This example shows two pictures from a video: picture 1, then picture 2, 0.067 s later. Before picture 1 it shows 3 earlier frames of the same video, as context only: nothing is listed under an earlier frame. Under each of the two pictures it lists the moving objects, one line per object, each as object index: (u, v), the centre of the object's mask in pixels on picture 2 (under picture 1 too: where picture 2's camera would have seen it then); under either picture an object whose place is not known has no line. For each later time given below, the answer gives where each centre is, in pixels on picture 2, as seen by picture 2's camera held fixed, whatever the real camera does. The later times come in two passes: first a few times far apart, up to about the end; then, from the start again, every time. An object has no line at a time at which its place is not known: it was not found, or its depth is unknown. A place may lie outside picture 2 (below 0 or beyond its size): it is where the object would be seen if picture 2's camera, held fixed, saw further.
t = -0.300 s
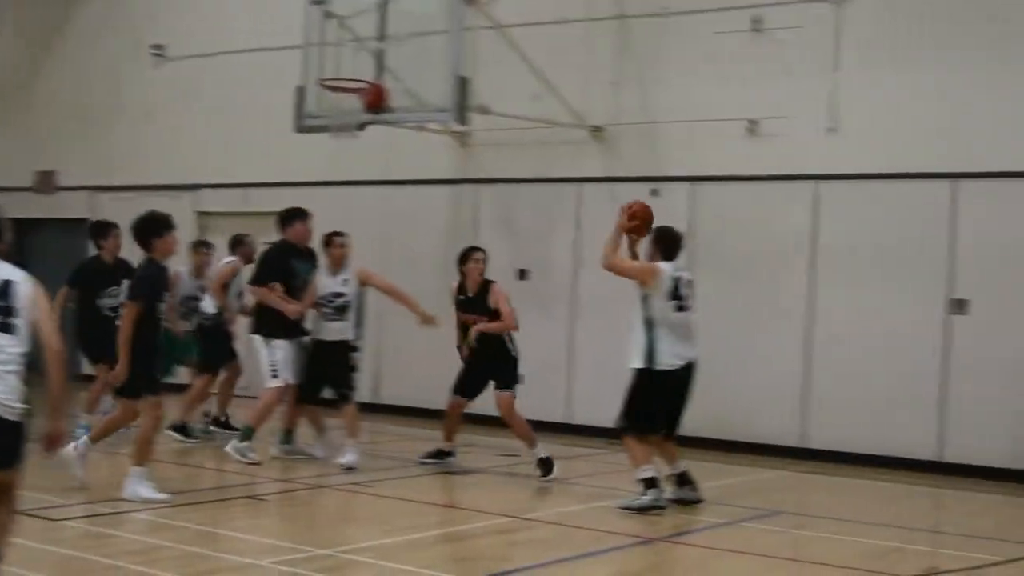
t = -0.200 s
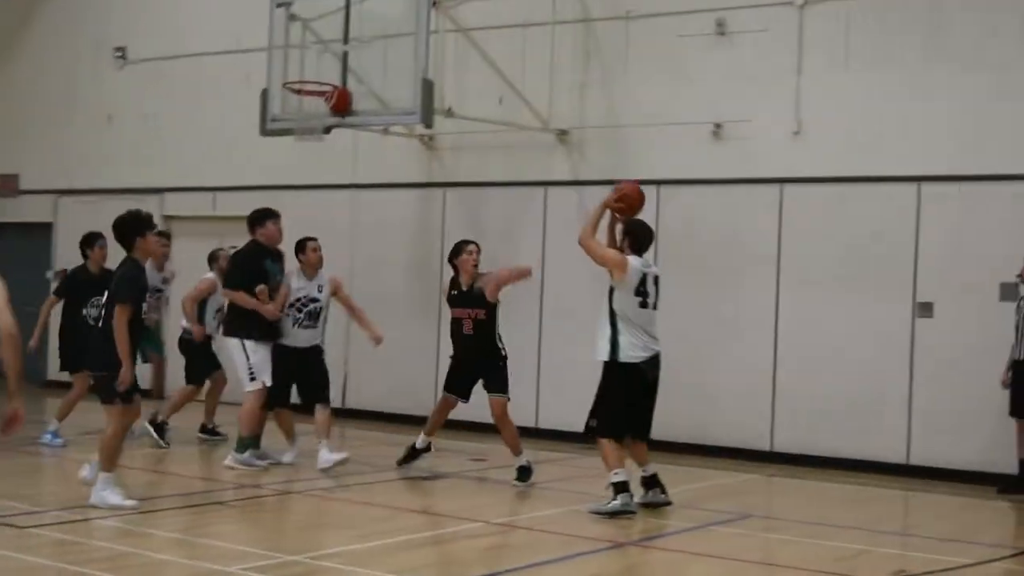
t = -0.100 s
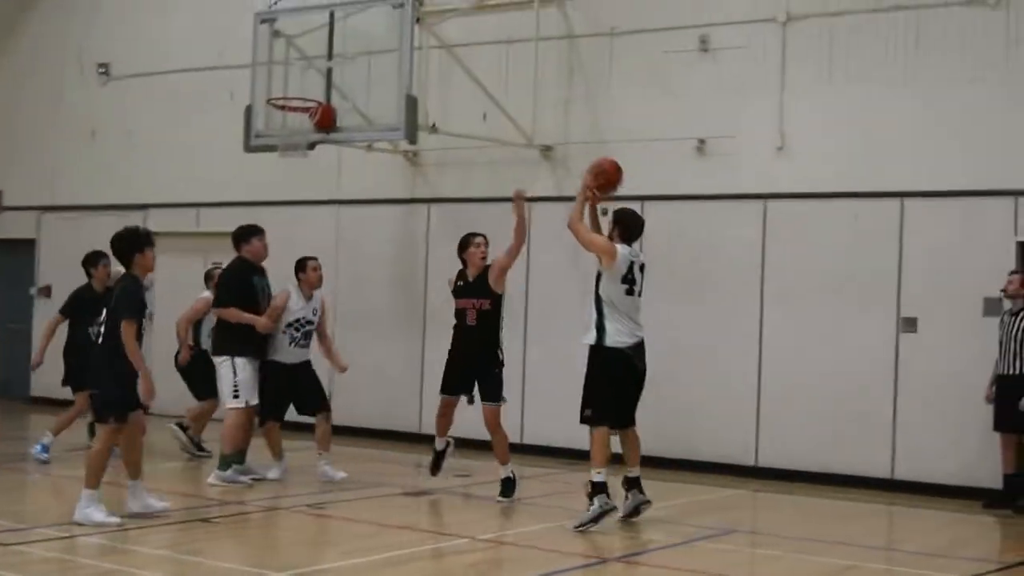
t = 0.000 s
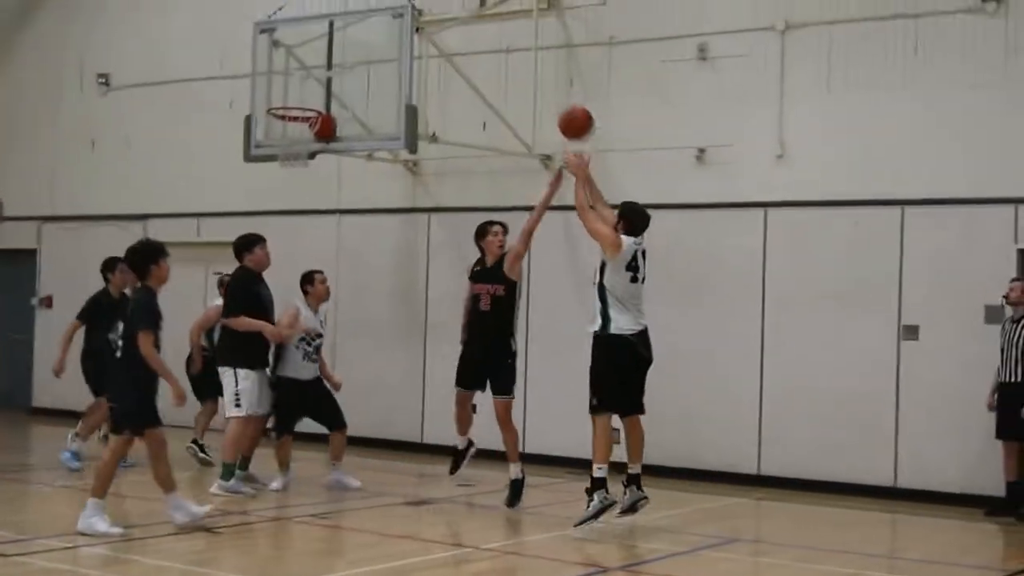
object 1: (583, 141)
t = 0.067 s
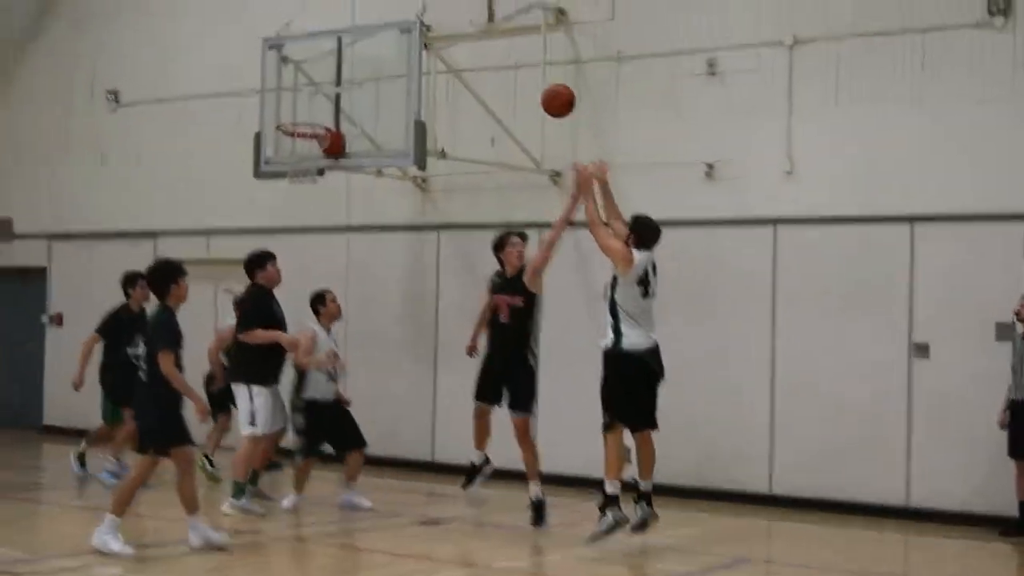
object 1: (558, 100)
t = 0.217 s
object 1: (499, 42)
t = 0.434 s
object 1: (425, 15)
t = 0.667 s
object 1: (351, 51)
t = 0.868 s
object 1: (293, 128)
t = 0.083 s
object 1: (551, 91)
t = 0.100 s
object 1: (544, 84)
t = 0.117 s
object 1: (537, 77)
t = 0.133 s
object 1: (530, 70)
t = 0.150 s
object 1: (524, 64)
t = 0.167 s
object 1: (518, 58)
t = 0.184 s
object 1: (512, 53)
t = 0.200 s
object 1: (506, 47)
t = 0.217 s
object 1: (499, 42)
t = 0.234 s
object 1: (494, 37)
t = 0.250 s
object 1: (487, 34)
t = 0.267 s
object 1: (481, 31)
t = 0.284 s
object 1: (476, 27)
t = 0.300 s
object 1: (470, 24)
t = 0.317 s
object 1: (464, 21)
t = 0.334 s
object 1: (458, 20)
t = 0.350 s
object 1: (453, 18)
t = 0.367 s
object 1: (447, 16)
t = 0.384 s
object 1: (441, 15)
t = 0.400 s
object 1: (436, 15)
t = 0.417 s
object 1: (430, 15)
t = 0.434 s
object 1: (425, 15)
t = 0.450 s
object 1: (420, 15)
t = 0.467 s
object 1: (414, 16)
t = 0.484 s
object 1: (408, 17)
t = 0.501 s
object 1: (403, 19)
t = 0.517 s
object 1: (397, 21)
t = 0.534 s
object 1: (392, 22)
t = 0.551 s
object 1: (387, 24)
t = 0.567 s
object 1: (382, 27)
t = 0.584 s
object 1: (376, 31)
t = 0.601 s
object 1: (371, 34)
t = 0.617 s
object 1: (366, 38)
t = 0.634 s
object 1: (362, 42)
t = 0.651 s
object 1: (357, 46)
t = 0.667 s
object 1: (351, 51)
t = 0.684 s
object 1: (346, 56)
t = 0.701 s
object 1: (341, 61)
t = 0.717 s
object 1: (336, 66)
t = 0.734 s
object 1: (331, 73)
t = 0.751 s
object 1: (326, 78)
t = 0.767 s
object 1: (321, 85)
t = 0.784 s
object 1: (316, 91)
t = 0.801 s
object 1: (312, 98)
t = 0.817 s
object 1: (307, 105)
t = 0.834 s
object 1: (302, 113)
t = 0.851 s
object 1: (298, 119)
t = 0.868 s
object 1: (293, 128)
